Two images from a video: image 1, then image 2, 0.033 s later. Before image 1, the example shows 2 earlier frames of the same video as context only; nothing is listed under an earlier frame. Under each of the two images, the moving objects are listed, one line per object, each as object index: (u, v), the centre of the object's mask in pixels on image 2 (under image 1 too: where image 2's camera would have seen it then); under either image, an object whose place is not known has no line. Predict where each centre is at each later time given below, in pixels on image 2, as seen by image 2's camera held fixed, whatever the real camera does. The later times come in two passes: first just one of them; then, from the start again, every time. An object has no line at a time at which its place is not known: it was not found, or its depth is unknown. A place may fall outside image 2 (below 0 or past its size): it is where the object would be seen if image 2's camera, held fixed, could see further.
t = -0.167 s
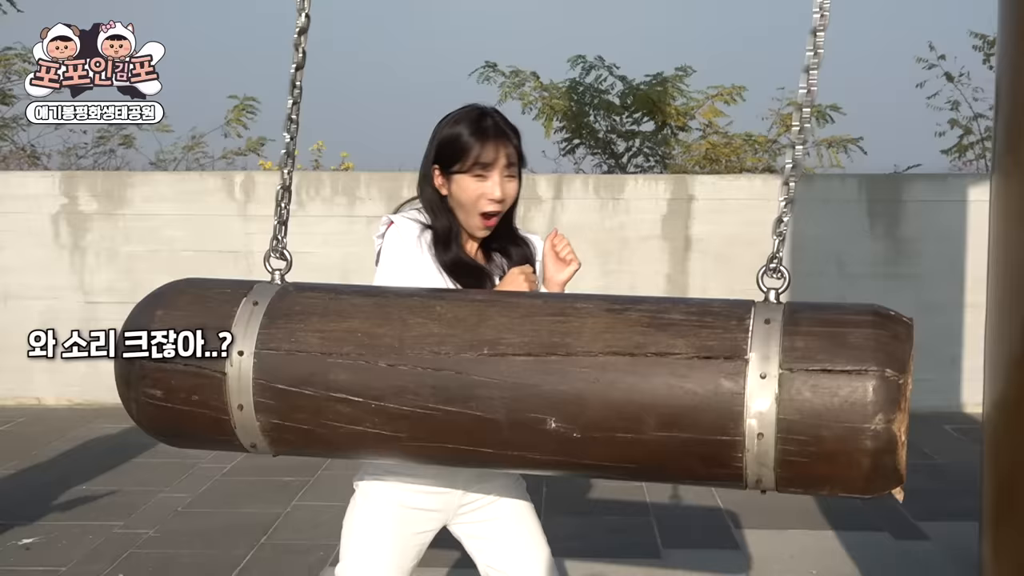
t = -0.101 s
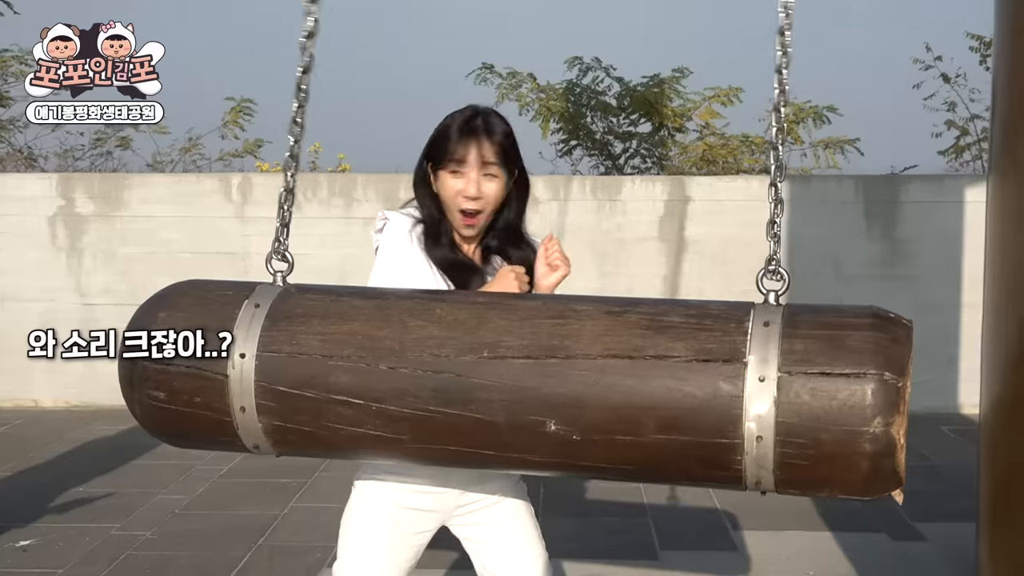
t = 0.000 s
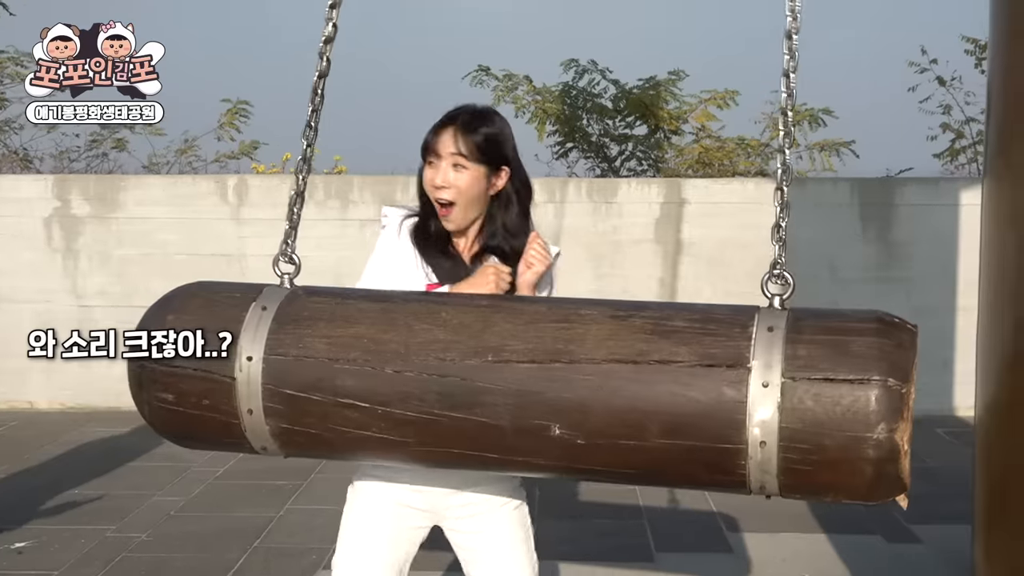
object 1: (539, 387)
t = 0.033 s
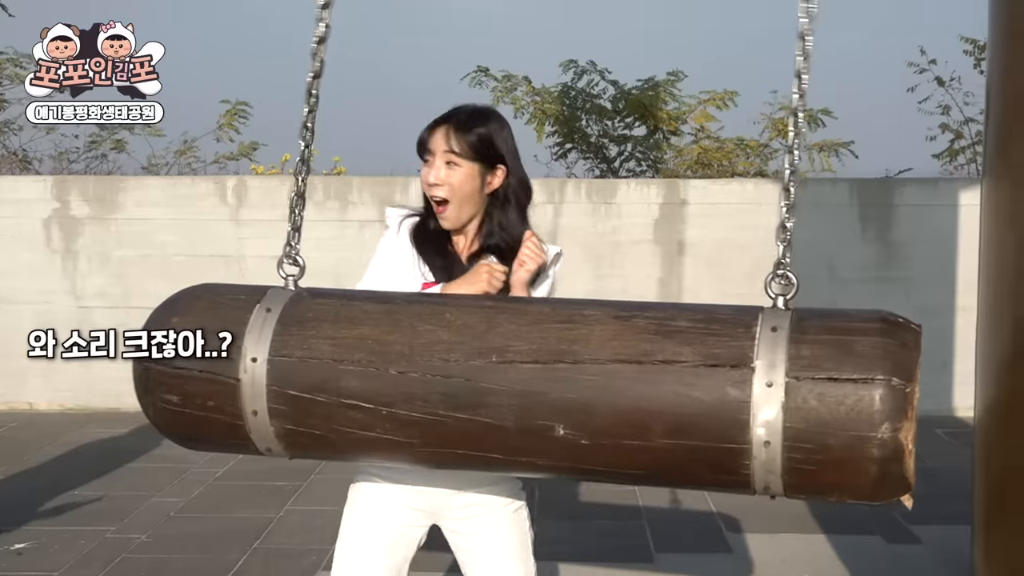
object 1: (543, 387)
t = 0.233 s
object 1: (578, 390)
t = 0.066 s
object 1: (549, 387)
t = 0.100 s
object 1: (554, 388)
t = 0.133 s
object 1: (559, 388)
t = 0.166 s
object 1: (565, 389)
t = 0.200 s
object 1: (571, 389)
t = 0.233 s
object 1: (578, 390)
